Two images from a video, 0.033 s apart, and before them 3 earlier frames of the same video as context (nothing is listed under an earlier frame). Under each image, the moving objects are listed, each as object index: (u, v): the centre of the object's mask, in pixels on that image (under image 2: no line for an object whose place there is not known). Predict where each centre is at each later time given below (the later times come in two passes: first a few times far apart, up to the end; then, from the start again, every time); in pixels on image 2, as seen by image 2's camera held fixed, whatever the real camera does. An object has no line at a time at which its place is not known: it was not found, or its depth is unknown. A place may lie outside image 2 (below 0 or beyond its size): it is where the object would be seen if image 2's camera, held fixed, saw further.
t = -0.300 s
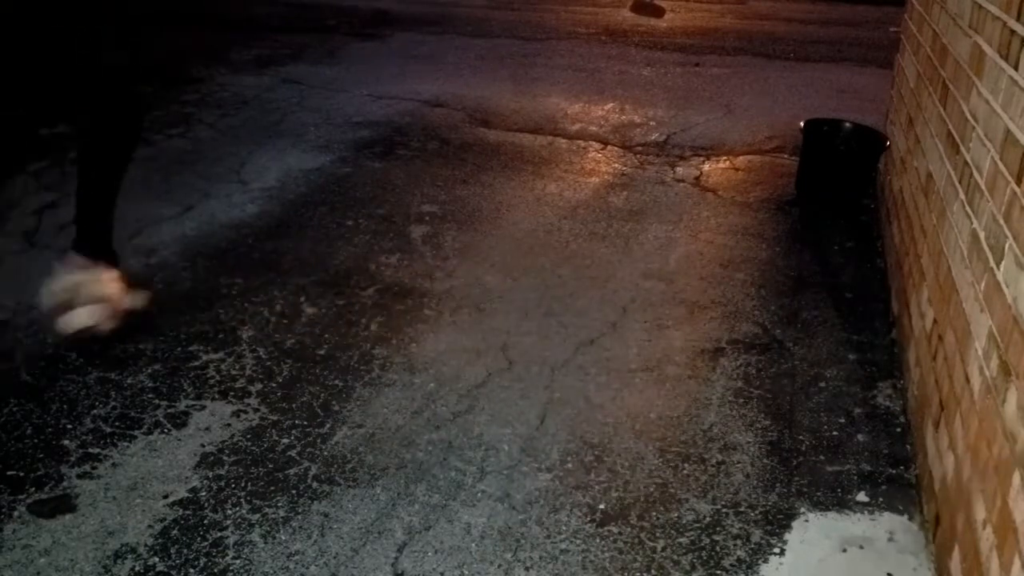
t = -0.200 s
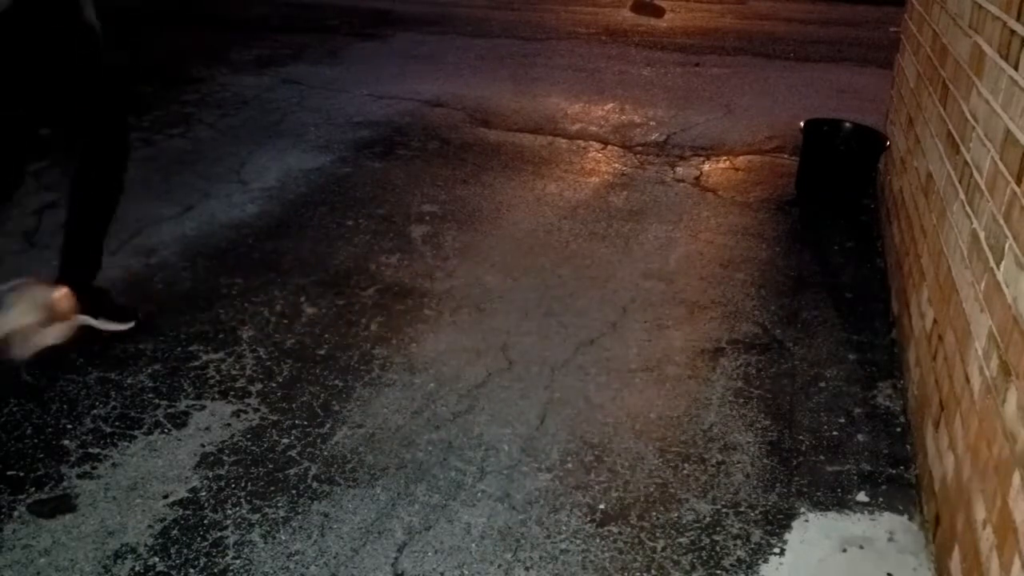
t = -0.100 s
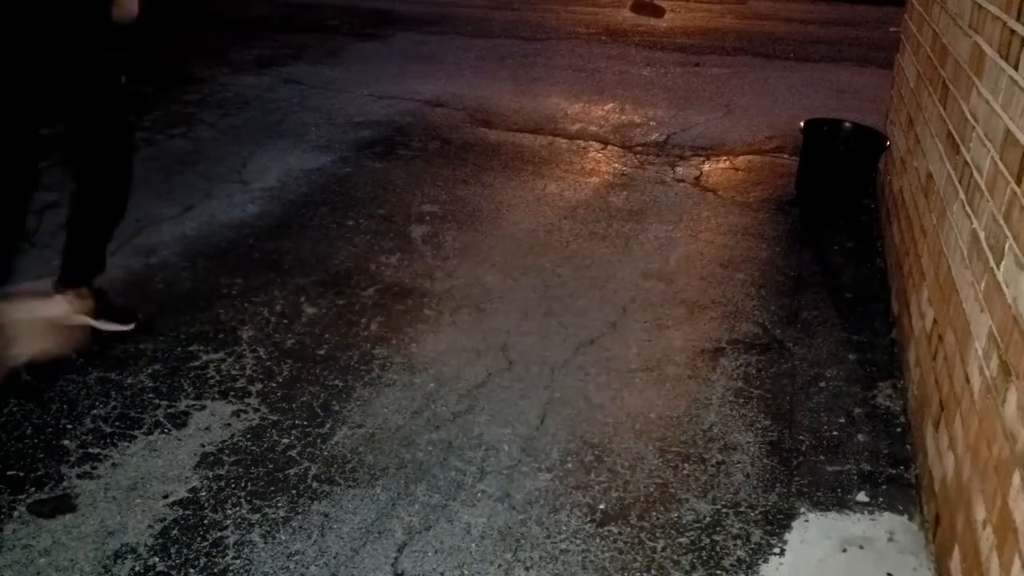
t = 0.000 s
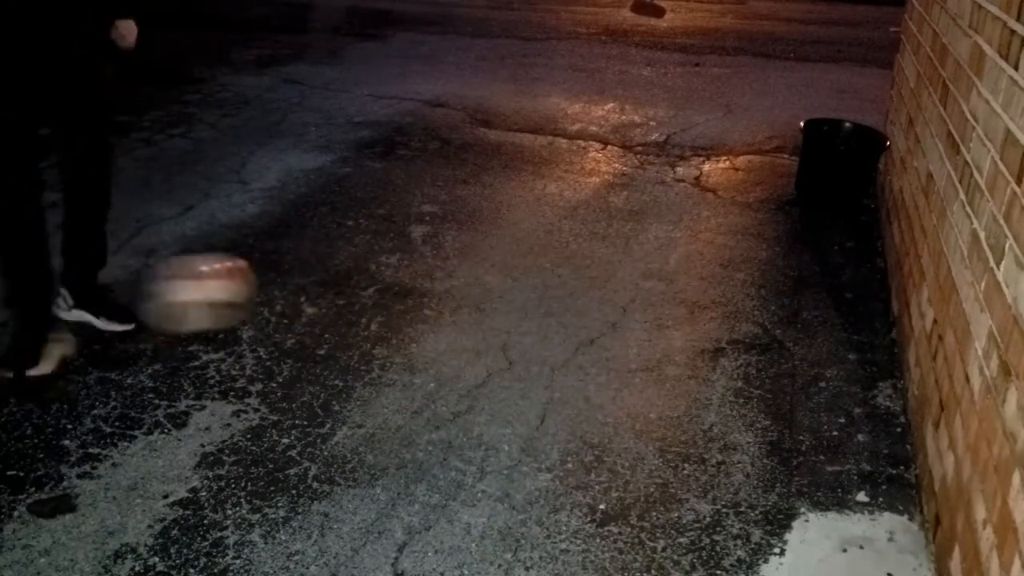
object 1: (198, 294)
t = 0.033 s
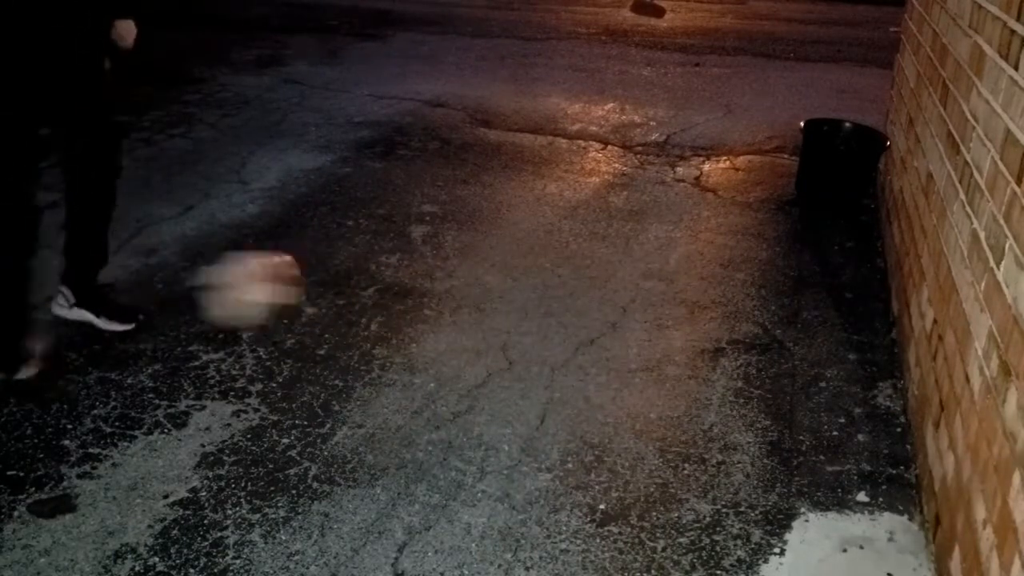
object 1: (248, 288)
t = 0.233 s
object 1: (473, 264)
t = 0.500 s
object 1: (696, 243)
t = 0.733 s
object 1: (854, 227)
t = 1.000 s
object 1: (736, 184)
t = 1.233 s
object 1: (698, 172)
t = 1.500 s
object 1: (651, 164)
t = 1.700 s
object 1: (619, 153)
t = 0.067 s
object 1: (293, 282)
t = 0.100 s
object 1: (335, 278)
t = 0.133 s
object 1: (373, 274)
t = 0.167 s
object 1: (410, 271)
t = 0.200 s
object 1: (443, 266)
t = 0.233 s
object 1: (473, 264)
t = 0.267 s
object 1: (505, 261)
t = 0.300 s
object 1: (536, 259)
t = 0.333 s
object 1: (564, 257)
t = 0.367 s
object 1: (591, 252)
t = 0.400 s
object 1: (617, 249)
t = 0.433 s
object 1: (645, 246)
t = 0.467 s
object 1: (668, 245)
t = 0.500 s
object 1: (696, 243)
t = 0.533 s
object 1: (723, 234)
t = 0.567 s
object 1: (747, 230)
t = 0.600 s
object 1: (771, 231)
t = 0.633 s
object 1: (794, 230)
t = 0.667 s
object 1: (815, 229)
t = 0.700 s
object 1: (839, 229)
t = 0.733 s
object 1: (854, 227)
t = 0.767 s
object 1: (839, 213)
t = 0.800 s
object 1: (821, 201)
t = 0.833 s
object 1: (803, 194)
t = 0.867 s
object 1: (787, 189)
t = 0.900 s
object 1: (773, 187)
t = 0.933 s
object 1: (760, 189)
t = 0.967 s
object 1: (743, 191)
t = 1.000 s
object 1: (736, 184)
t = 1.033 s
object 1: (732, 181)
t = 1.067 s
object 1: (727, 179)
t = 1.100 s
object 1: (720, 179)
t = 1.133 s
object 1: (717, 183)
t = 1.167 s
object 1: (709, 180)
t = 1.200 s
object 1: (704, 175)
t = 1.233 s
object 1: (698, 172)
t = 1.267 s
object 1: (694, 174)
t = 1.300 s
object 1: (686, 174)
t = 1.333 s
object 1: (681, 168)
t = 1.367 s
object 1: (675, 165)
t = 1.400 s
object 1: (671, 166)
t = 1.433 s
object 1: (665, 163)
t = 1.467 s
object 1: (657, 164)
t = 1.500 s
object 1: (651, 164)
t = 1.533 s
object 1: (647, 161)
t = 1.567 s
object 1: (641, 158)
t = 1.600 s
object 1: (635, 158)
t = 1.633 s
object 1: (629, 156)
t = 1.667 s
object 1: (626, 155)
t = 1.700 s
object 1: (619, 153)
